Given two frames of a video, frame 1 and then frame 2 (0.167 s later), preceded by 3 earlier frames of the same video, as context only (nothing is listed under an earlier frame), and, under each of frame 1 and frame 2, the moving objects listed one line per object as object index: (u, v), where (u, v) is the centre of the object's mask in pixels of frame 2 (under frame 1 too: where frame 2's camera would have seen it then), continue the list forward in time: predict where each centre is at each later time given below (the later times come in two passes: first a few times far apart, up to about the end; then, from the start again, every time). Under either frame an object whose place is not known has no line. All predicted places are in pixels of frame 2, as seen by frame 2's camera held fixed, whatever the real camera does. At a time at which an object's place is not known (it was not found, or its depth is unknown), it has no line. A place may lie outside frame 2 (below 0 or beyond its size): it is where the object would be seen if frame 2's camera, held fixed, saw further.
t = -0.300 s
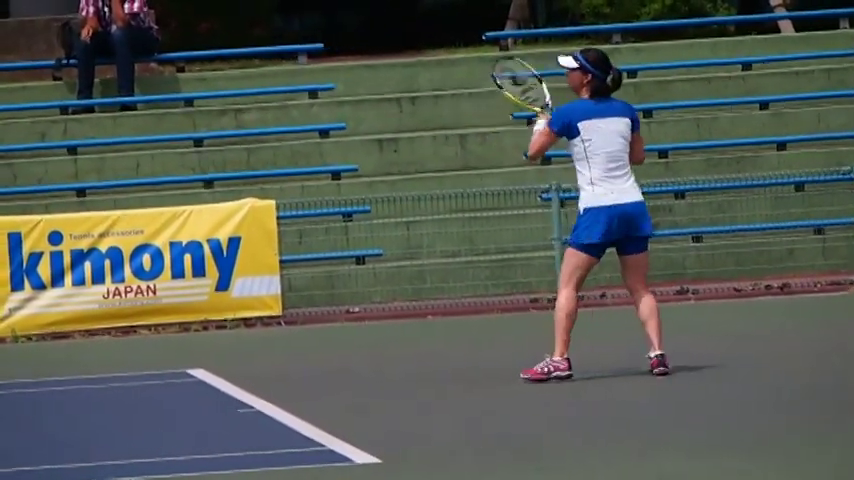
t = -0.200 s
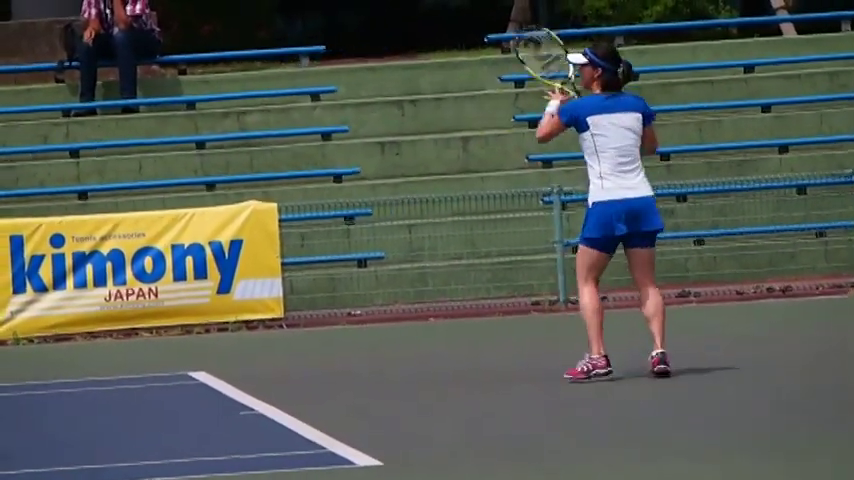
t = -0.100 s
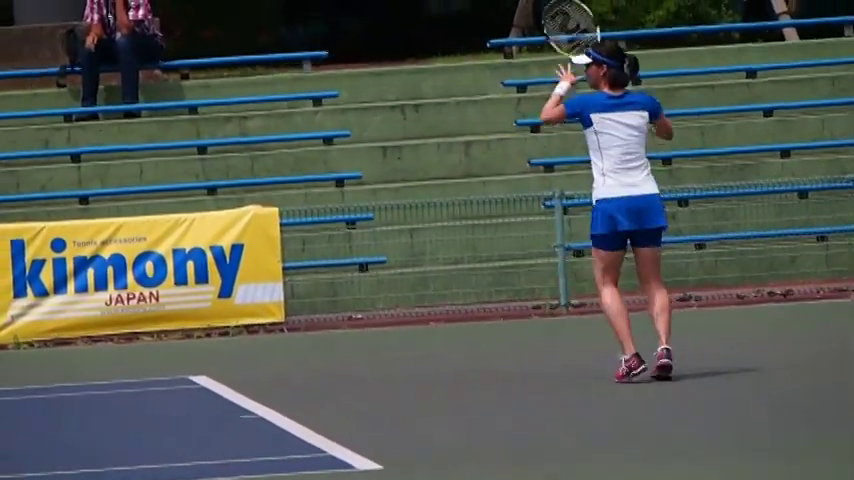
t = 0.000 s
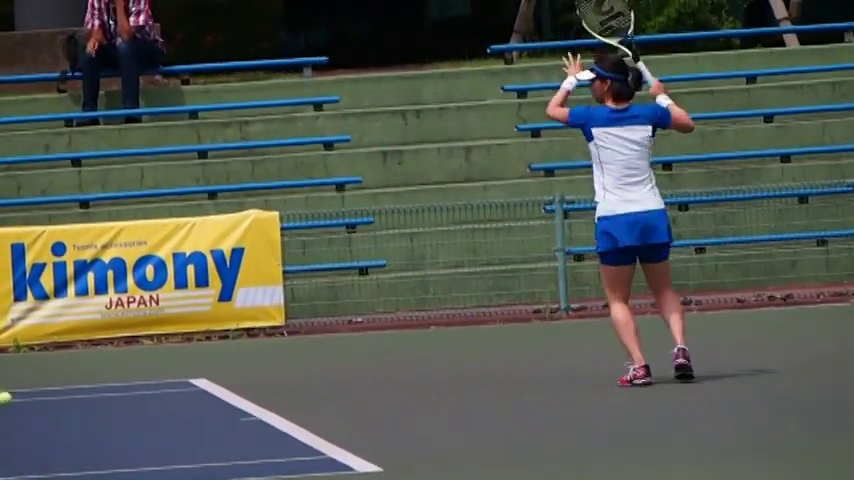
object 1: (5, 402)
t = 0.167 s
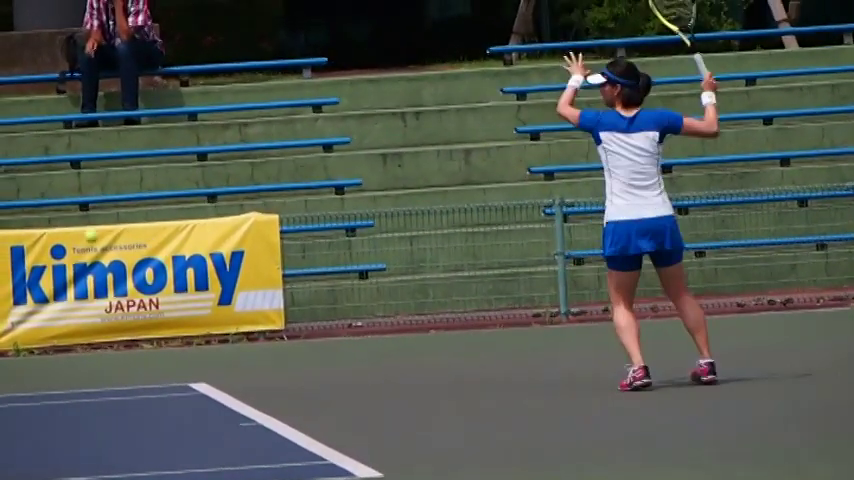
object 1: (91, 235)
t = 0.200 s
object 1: (108, 208)
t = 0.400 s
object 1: (214, 88)
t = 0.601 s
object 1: (324, 46)
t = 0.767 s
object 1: (419, 67)
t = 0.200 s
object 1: (108, 208)
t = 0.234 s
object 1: (125, 183)
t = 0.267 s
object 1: (143, 159)
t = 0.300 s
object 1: (160, 139)
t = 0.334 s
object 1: (179, 119)
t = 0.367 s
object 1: (196, 103)
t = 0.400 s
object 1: (214, 88)
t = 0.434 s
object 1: (233, 76)
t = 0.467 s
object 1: (250, 66)
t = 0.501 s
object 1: (269, 57)
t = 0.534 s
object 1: (287, 51)
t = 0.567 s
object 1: (306, 48)
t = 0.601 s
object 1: (324, 46)
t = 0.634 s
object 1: (343, 45)
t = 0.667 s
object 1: (362, 48)
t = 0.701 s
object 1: (381, 52)
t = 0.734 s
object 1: (400, 59)
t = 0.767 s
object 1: (419, 67)
